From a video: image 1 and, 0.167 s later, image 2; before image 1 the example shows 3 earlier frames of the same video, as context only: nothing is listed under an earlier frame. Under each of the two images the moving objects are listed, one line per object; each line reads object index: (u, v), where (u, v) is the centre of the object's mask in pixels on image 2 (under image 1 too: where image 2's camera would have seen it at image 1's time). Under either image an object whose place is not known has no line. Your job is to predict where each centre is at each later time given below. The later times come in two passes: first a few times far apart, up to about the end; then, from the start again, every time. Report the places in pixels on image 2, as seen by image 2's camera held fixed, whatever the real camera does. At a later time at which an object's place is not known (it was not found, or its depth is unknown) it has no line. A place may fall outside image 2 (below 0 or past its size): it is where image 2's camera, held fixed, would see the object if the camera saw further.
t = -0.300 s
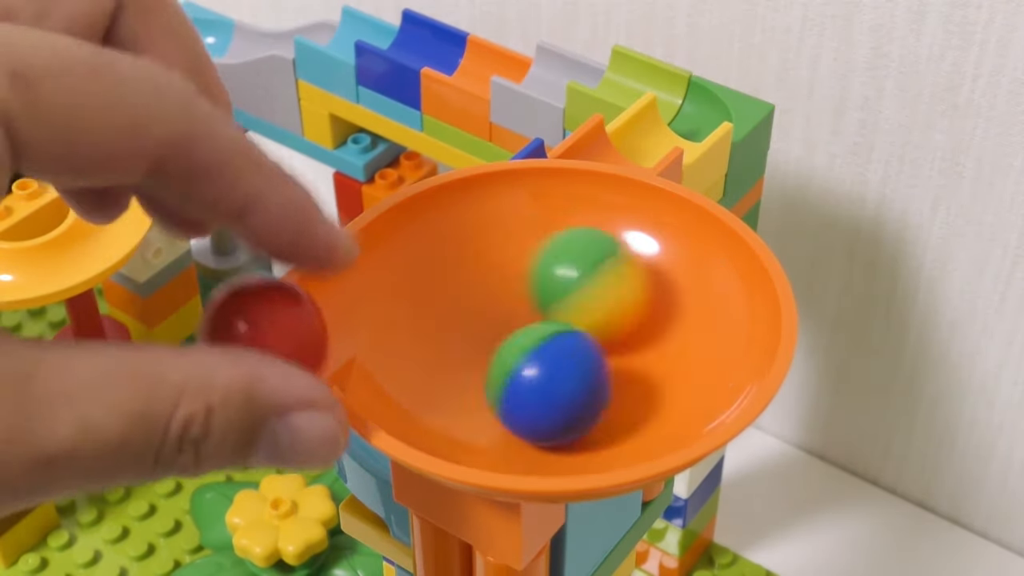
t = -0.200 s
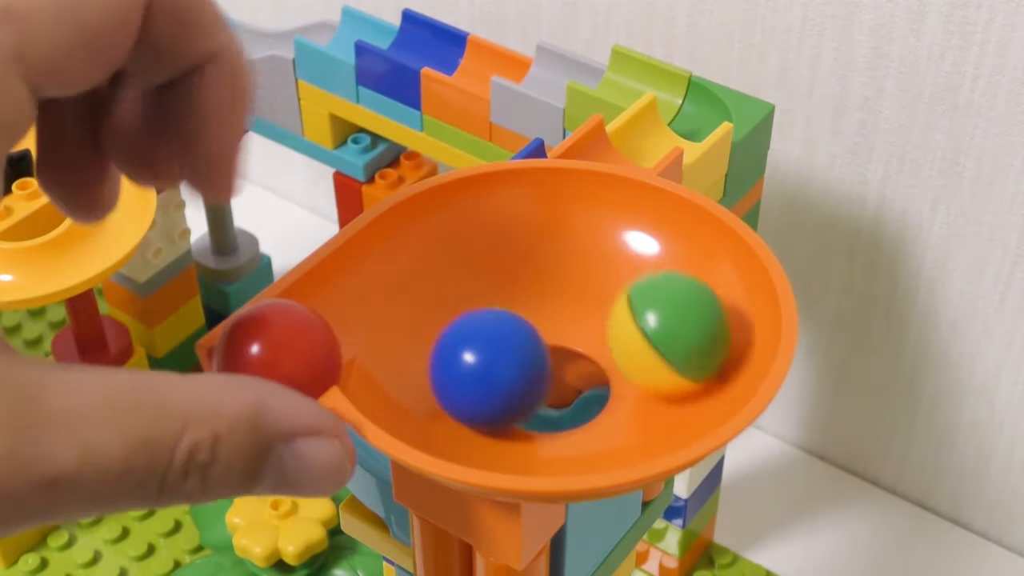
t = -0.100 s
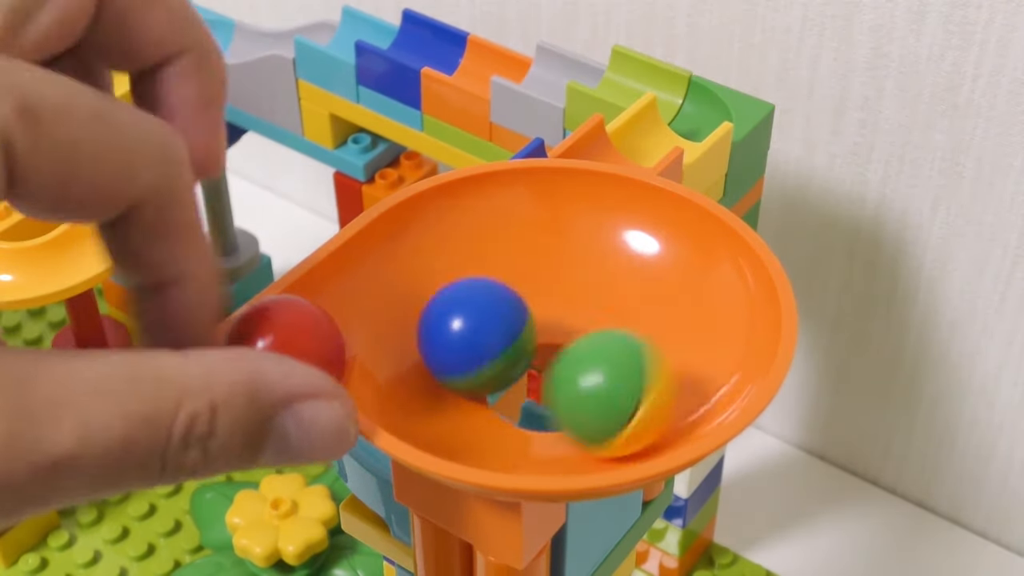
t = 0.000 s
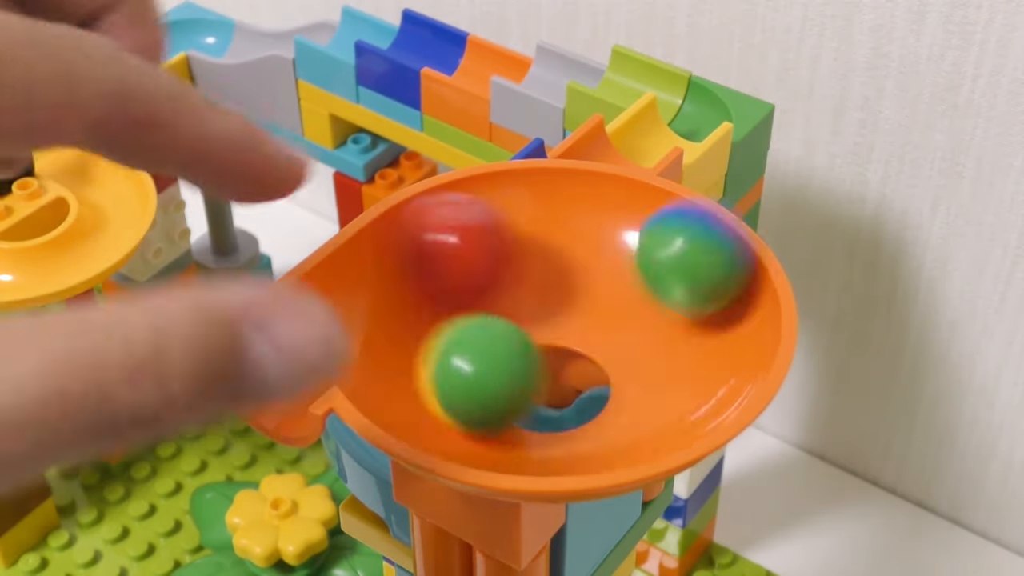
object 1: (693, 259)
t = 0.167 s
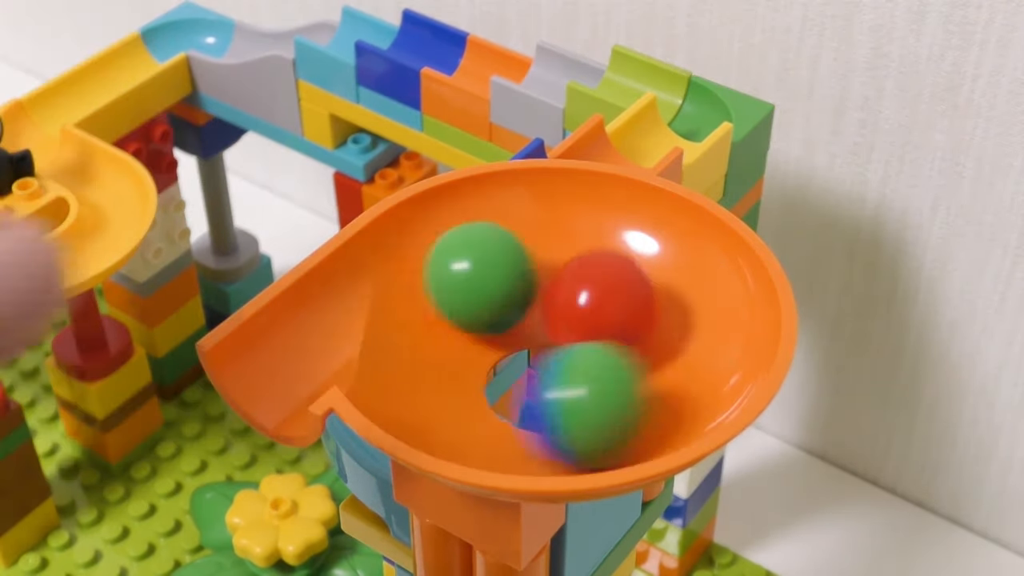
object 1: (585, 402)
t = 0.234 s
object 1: (452, 378)
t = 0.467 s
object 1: (574, 274)
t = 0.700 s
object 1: (593, 365)
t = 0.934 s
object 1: (459, 337)
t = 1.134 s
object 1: (559, 303)
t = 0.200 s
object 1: (509, 399)
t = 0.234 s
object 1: (452, 378)
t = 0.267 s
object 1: (416, 347)
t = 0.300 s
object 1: (402, 316)
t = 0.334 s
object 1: (412, 293)
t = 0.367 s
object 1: (440, 280)
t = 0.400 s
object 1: (484, 275)
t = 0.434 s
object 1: (530, 275)
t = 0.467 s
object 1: (574, 274)
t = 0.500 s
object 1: (620, 275)
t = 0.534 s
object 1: (653, 286)
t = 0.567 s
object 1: (669, 305)
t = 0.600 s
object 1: (670, 328)
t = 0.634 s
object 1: (654, 350)
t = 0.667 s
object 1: (631, 342)
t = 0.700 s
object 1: (593, 365)
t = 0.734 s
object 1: (572, 389)
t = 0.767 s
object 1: (542, 390)
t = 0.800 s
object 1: (513, 387)
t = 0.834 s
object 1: (486, 378)
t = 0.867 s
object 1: (467, 363)
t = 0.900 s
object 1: (459, 349)
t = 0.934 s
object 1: (459, 337)
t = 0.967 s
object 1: (466, 327)
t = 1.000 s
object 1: (480, 319)
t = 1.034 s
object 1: (498, 313)
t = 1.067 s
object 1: (517, 304)
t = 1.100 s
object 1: (540, 300)
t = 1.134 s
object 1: (559, 303)
